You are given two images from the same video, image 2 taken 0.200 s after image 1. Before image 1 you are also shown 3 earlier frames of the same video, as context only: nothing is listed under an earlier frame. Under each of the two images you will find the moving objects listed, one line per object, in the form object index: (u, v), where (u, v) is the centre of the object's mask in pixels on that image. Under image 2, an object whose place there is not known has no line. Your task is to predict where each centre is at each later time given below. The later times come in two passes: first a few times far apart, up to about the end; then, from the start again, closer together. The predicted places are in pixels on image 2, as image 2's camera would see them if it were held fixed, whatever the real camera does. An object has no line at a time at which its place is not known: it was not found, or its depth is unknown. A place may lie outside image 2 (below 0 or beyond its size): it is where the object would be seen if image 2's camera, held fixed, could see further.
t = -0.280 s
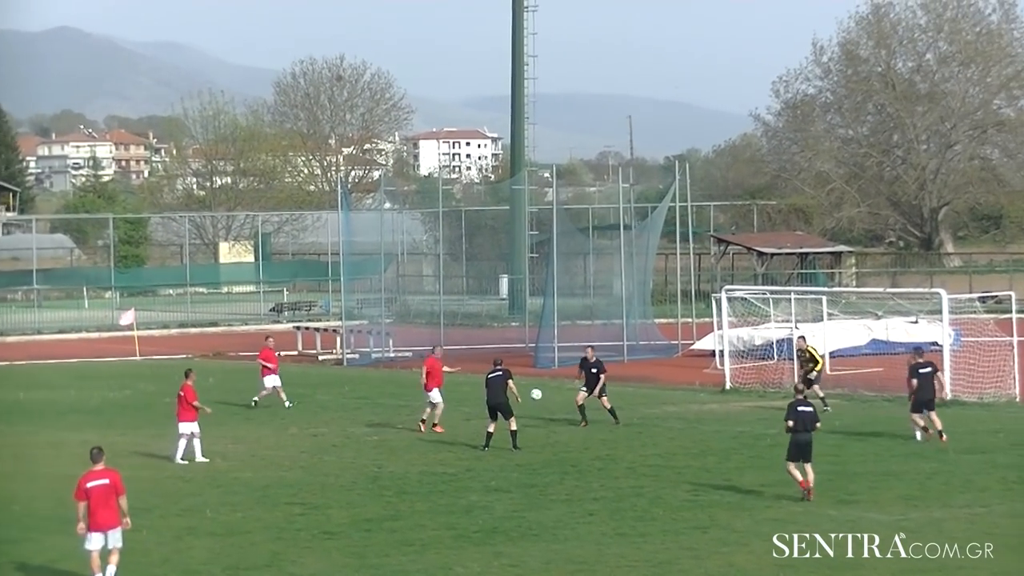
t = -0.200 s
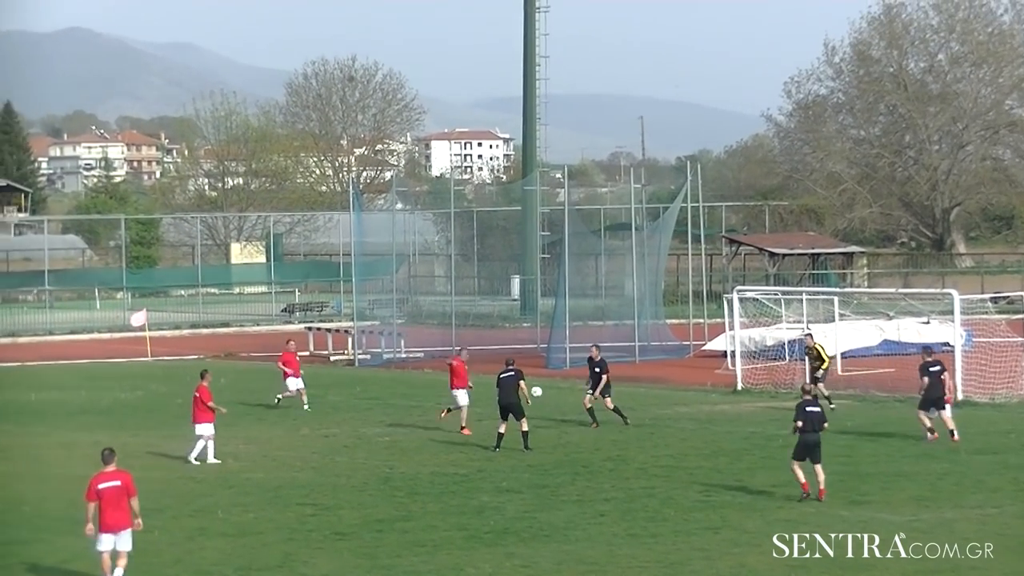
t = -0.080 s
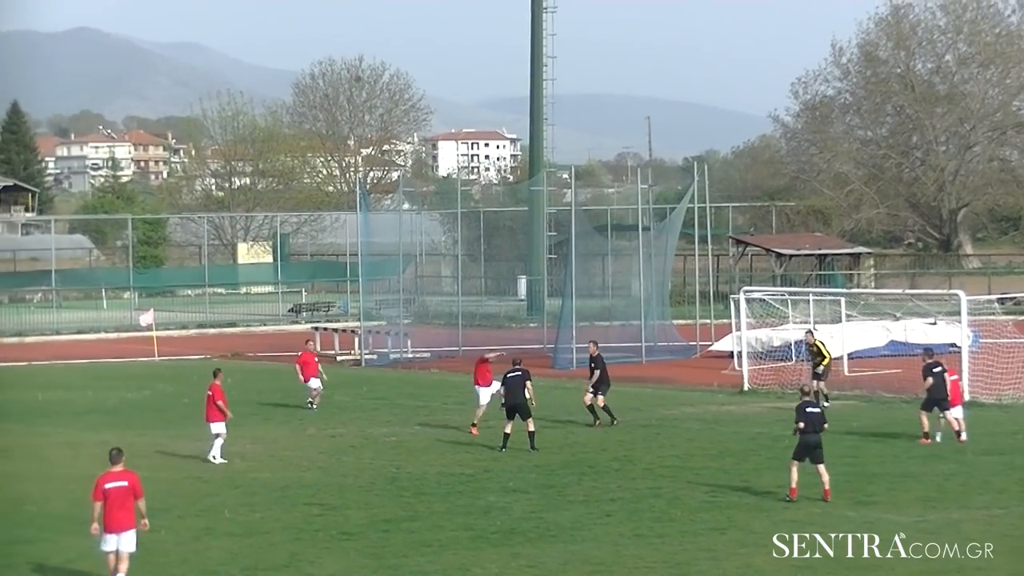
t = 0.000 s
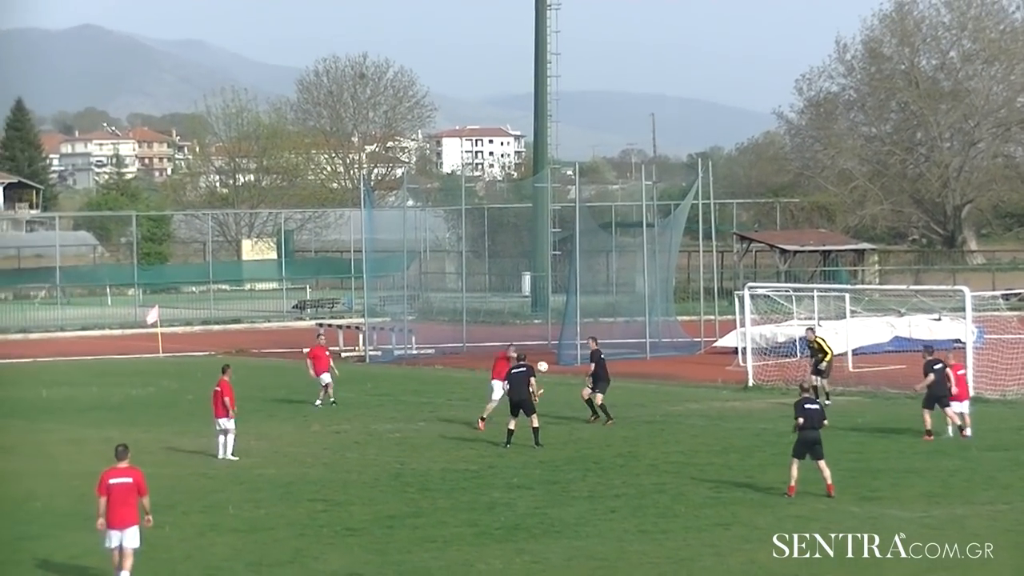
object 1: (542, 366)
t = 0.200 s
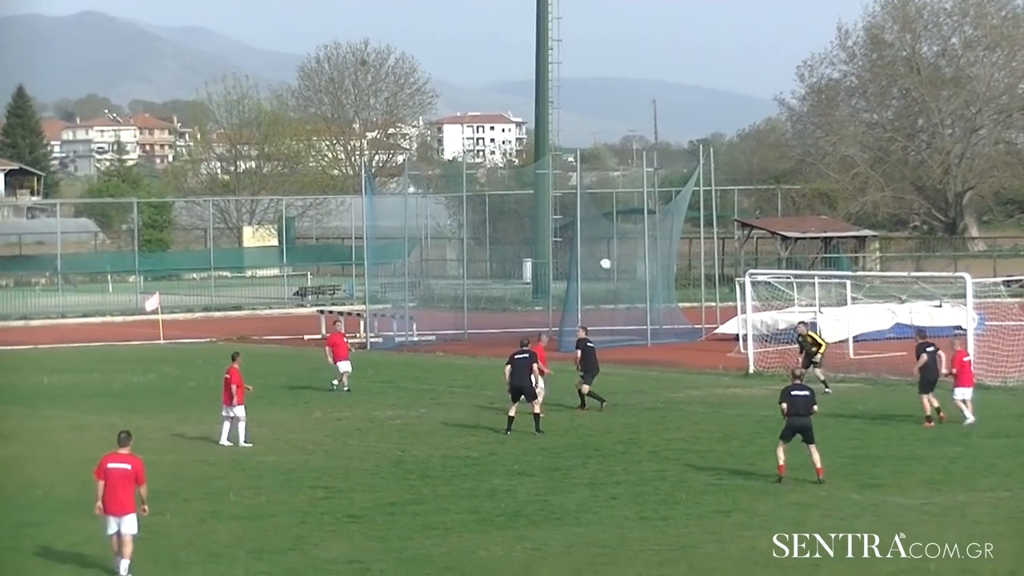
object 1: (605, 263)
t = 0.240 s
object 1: (617, 248)
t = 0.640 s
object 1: (724, 146)
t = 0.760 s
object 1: (752, 131)
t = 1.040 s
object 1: (813, 125)
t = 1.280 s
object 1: (862, 149)
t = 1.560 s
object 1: (916, 209)
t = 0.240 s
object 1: (617, 248)
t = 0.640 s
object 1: (724, 146)
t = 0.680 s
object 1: (733, 140)
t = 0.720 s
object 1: (742, 135)
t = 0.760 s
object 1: (752, 131)
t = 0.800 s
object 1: (762, 128)
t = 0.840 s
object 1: (770, 126)
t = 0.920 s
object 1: (788, 124)
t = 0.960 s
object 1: (796, 124)
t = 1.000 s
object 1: (805, 124)
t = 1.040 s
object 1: (813, 125)
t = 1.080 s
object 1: (822, 128)
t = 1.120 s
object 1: (830, 131)
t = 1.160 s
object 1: (838, 134)
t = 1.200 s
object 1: (846, 139)
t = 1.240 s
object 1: (854, 144)
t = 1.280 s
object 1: (862, 149)
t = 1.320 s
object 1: (870, 156)
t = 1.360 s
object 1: (877, 163)
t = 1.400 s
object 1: (885, 170)
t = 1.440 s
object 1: (893, 179)
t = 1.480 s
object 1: (900, 188)
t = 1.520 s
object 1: (908, 198)
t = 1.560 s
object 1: (916, 209)
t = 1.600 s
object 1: (923, 219)
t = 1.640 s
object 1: (931, 231)
